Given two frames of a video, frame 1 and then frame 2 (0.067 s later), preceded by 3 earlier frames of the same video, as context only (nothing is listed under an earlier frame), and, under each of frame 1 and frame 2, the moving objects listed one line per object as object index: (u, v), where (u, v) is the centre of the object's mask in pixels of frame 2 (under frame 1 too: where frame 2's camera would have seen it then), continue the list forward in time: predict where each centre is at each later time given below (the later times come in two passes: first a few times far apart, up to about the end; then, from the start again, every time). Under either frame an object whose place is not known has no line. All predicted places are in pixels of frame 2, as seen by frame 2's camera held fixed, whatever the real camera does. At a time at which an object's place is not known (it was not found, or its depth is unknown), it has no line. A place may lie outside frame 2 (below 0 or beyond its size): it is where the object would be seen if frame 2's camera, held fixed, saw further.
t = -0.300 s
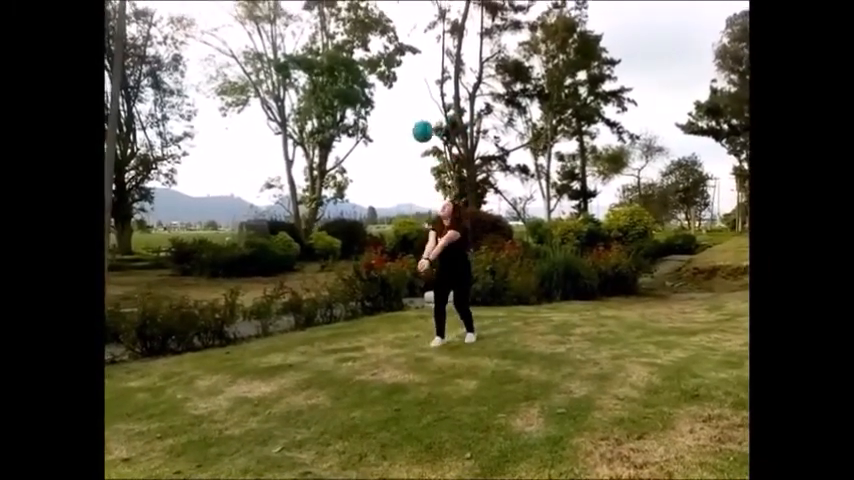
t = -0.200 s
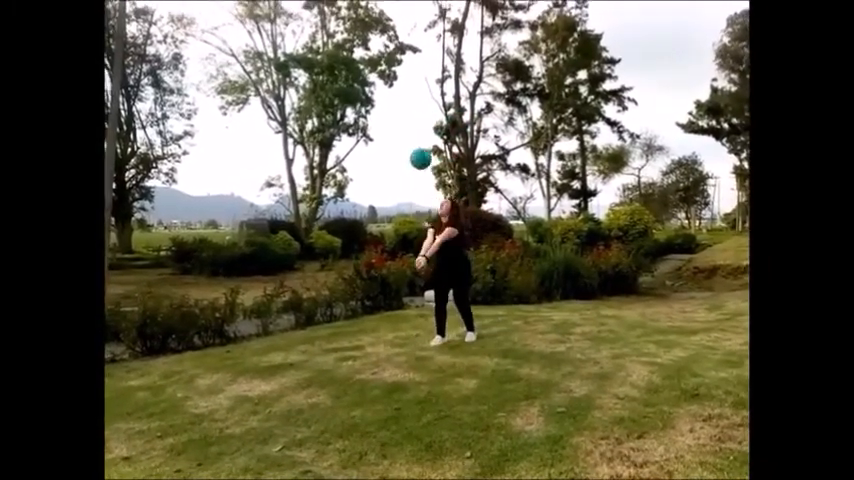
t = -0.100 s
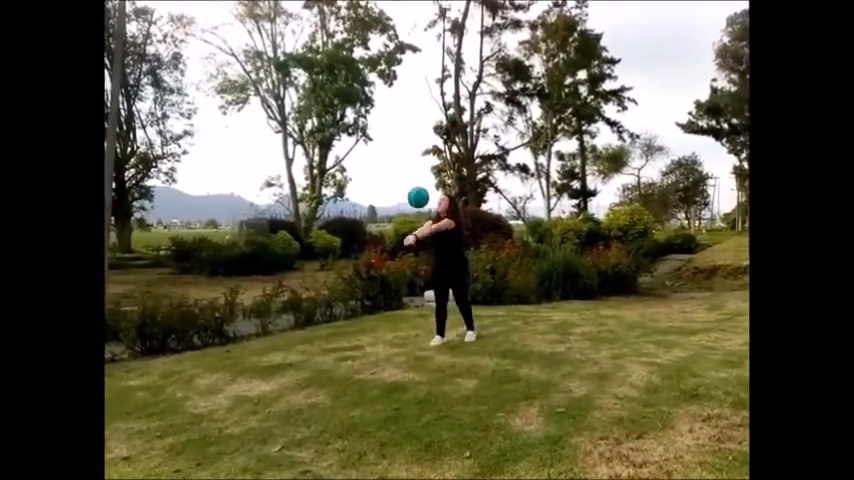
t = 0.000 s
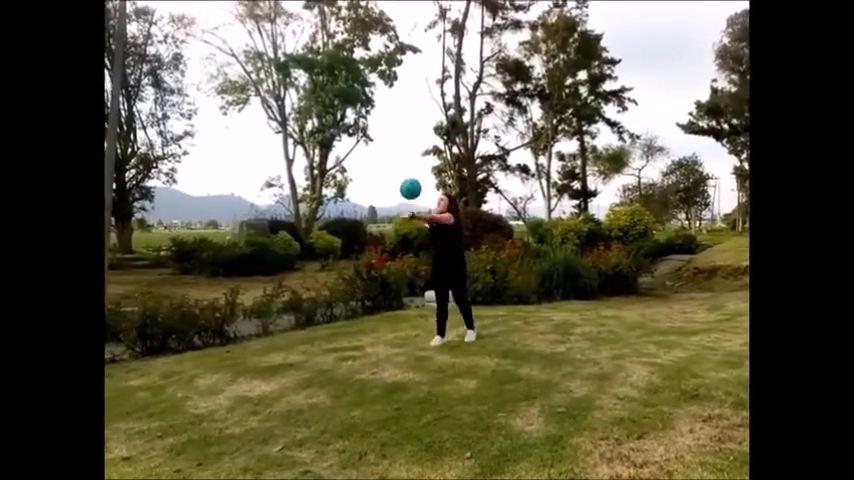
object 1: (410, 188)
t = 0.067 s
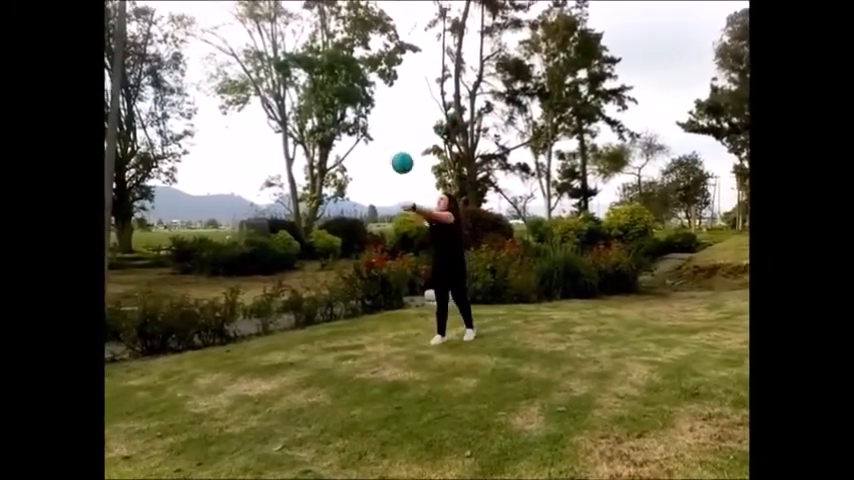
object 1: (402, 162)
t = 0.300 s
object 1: (373, 111)
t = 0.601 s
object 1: (339, 131)
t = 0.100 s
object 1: (398, 152)
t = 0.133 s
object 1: (394, 142)
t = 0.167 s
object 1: (390, 133)
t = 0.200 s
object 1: (386, 126)
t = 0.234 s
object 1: (382, 120)
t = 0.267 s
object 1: (378, 115)
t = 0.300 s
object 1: (373, 111)
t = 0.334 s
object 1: (370, 109)
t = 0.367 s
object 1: (366, 107)
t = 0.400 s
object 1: (363, 106)
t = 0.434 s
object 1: (359, 107)
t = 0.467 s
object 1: (355, 109)
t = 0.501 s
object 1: (352, 112)
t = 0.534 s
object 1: (348, 116)
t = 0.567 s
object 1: (345, 124)
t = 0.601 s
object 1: (339, 131)
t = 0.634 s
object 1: (336, 139)
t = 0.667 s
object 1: (332, 150)
